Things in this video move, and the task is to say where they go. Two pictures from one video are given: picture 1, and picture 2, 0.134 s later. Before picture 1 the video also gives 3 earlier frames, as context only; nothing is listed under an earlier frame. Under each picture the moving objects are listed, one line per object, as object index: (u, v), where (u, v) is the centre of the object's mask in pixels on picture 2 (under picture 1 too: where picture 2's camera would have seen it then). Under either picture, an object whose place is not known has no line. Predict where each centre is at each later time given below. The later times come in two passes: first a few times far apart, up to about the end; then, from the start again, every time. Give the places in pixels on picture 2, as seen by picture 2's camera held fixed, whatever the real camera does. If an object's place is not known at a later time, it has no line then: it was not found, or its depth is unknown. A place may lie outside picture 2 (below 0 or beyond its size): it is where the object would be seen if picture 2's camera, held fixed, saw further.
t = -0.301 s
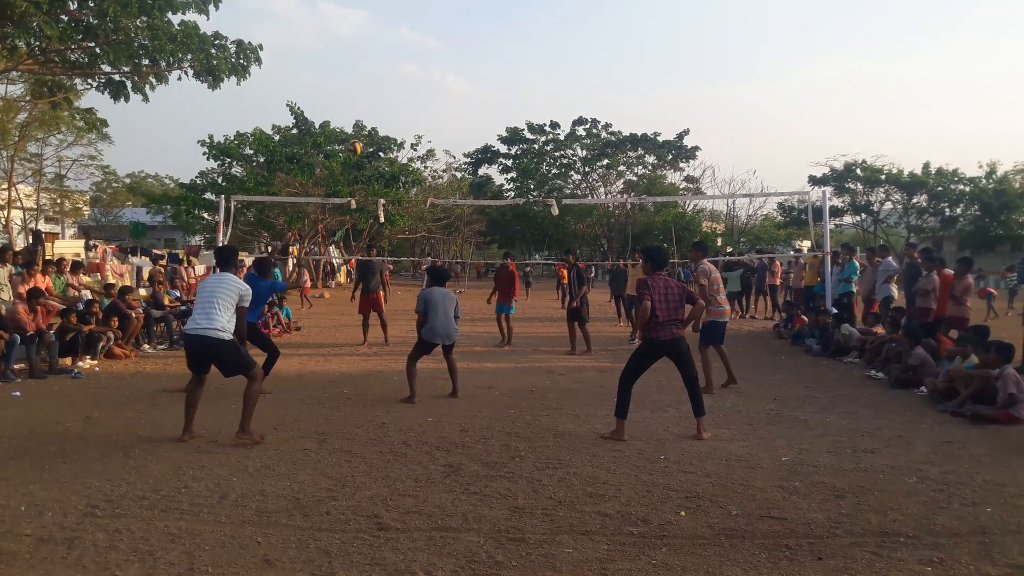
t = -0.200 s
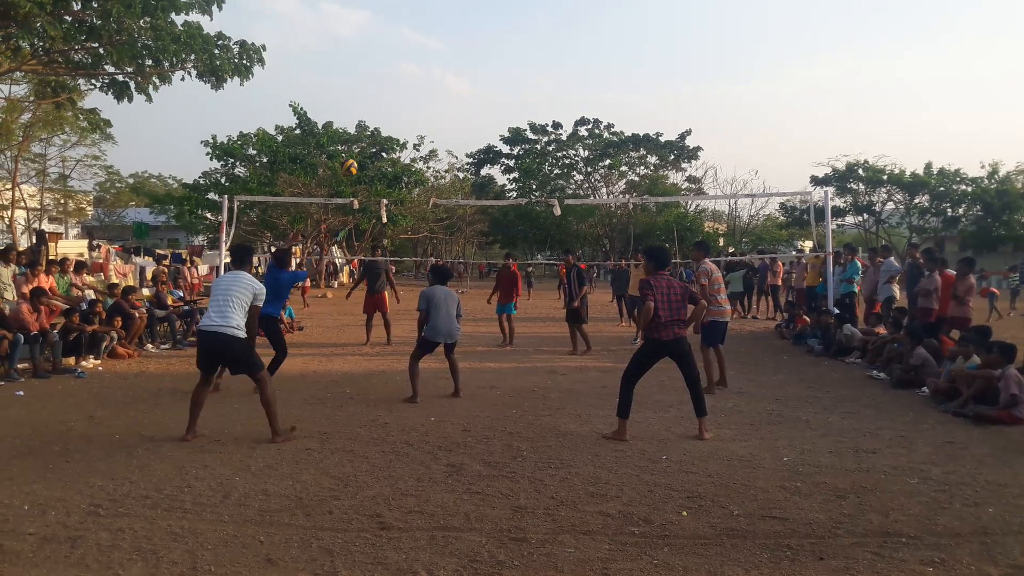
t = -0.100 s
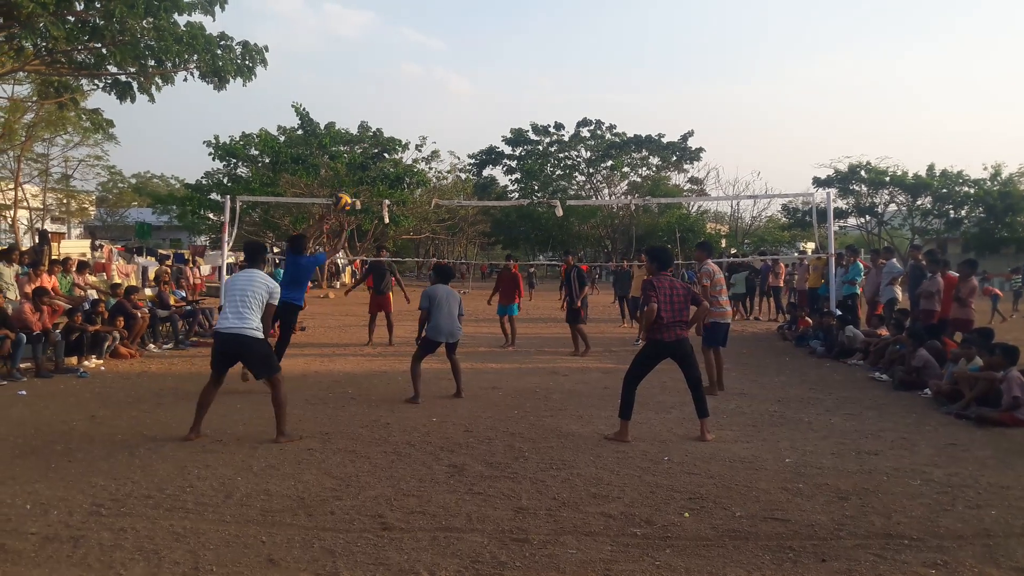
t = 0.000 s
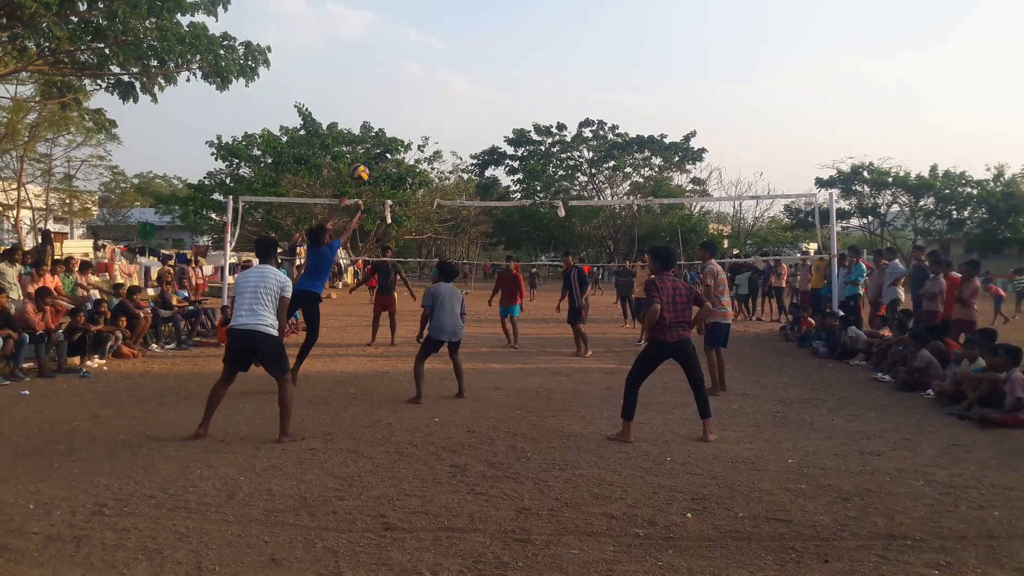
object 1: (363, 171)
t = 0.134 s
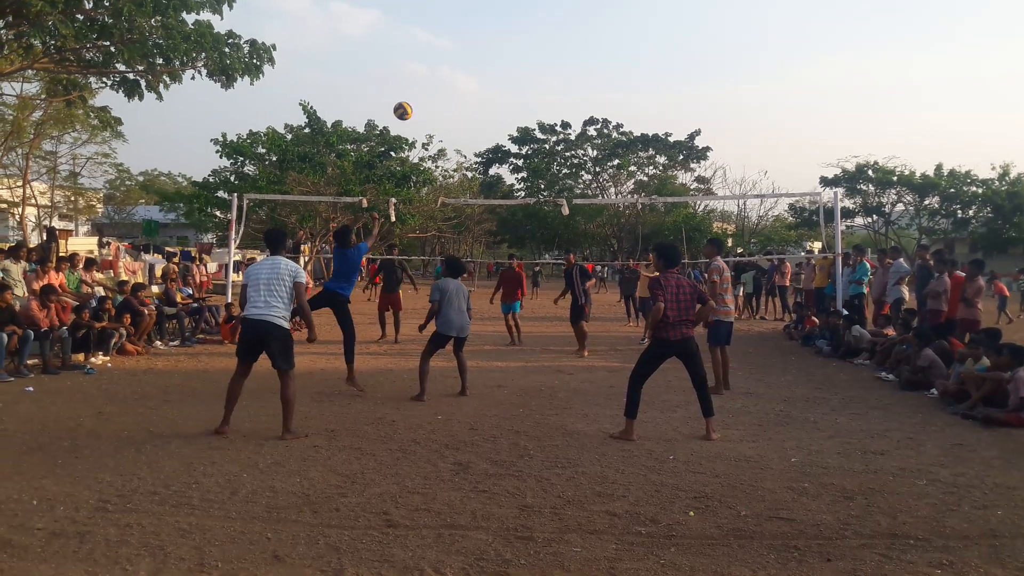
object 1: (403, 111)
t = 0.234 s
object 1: (431, 76)
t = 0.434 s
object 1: (483, 33)
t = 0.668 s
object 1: (541, 25)
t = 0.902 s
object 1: (593, 60)
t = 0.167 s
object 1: (412, 98)
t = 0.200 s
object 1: (421, 86)
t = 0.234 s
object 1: (431, 76)
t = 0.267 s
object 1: (439, 66)
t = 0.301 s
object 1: (448, 58)
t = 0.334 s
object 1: (457, 50)
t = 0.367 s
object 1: (466, 43)
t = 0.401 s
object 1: (474, 38)
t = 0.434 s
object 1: (483, 33)
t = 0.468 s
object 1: (492, 29)
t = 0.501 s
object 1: (500, 26)
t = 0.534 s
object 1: (508, 24)
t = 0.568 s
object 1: (517, 23)
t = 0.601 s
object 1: (525, 23)
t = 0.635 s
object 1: (533, 23)
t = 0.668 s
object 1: (541, 25)
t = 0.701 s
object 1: (548, 28)
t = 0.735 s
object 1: (556, 31)
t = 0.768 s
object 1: (562, 35)
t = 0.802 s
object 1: (570, 40)
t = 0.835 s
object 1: (578, 46)
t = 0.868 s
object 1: (586, 52)
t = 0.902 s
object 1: (593, 60)
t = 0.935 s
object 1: (601, 68)
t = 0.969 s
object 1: (608, 77)
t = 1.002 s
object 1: (614, 87)
